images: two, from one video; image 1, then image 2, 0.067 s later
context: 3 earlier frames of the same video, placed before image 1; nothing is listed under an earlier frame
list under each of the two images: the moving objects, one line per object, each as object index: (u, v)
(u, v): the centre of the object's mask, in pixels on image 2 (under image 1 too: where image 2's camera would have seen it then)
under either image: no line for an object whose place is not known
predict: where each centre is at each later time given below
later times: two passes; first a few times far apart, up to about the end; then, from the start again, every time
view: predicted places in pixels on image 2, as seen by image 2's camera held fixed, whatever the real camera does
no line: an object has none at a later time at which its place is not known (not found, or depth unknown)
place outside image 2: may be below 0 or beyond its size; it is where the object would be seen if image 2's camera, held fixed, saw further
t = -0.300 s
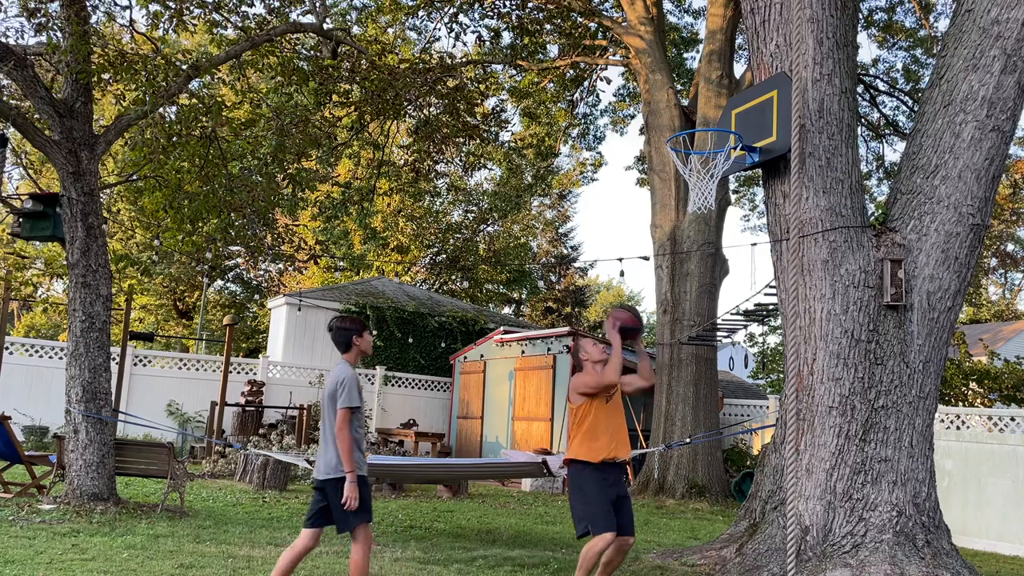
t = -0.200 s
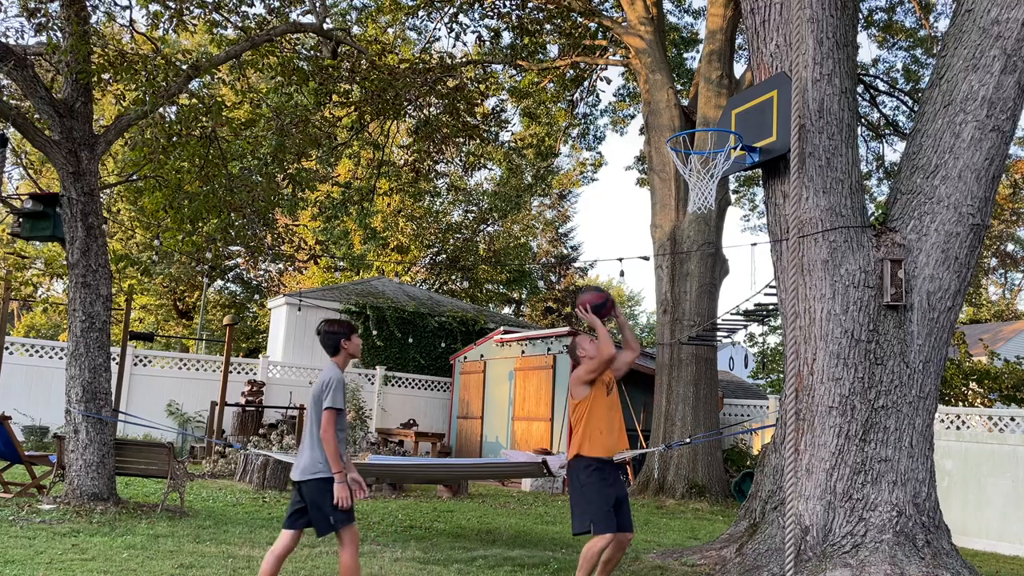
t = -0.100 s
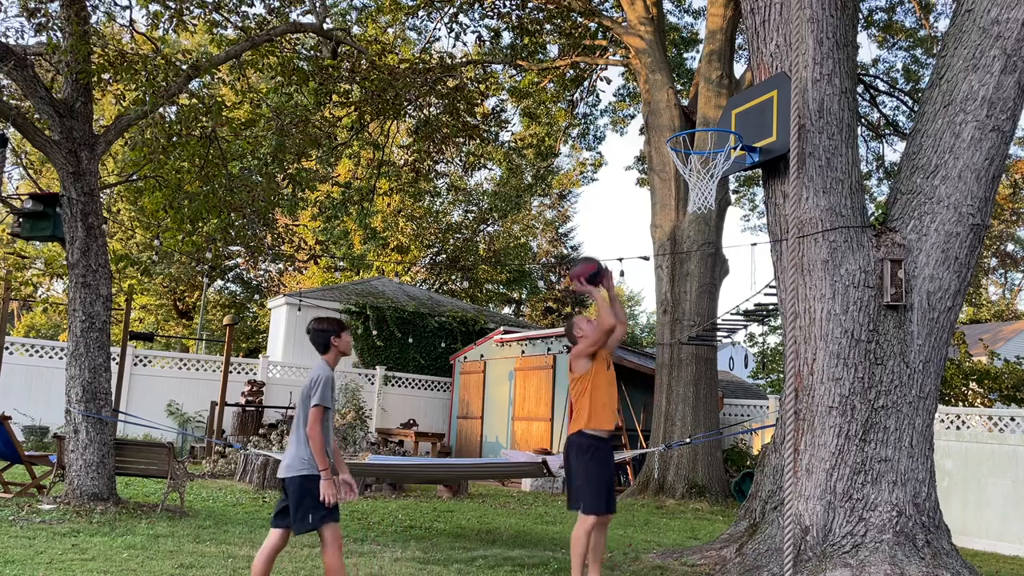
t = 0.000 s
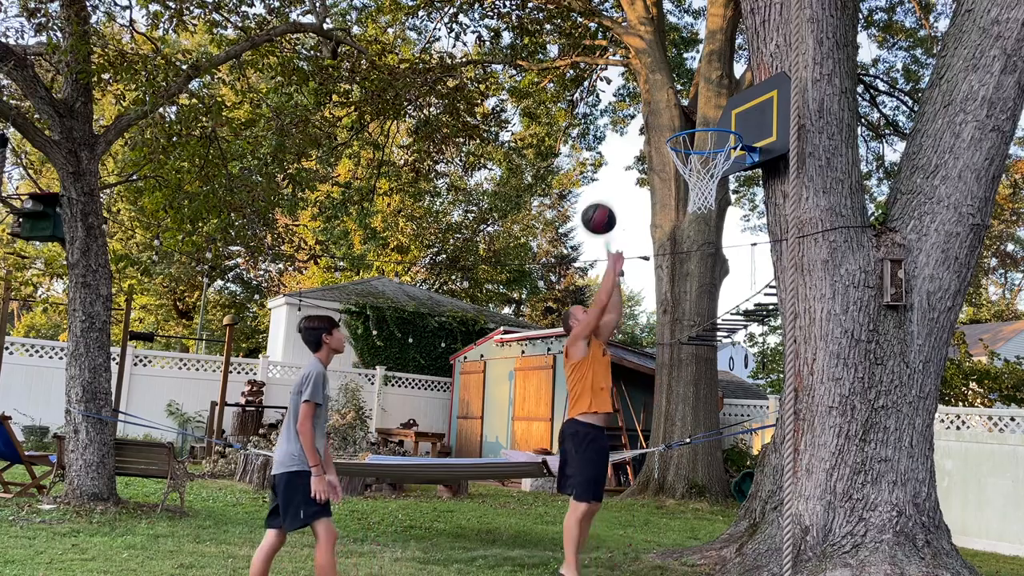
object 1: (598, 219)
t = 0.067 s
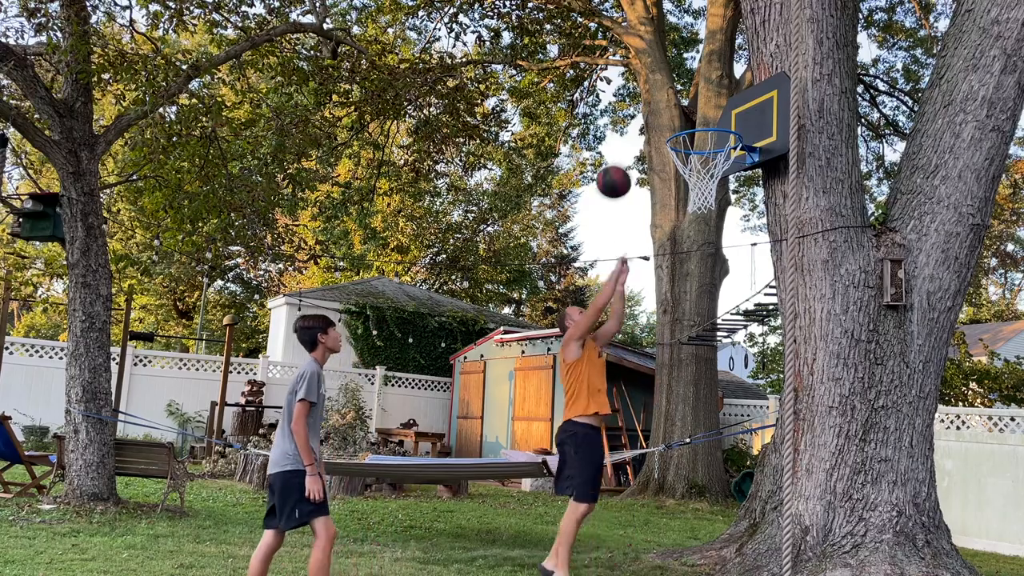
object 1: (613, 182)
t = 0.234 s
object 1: (650, 117)
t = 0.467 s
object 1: (699, 91)
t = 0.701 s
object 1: (728, 111)
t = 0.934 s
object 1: (695, 110)
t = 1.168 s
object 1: (698, 129)
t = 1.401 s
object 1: (725, 181)
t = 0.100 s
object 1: (621, 165)
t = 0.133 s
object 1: (628, 151)
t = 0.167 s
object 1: (636, 138)
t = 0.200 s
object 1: (643, 126)
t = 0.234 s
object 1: (650, 117)
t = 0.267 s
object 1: (657, 108)
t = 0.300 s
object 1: (663, 101)
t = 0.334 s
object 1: (670, 98)
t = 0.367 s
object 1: (678, 93)
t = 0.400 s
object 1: (685, 91)
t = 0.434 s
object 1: (692, 90)
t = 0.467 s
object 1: (699, 91)
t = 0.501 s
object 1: (706, 93)
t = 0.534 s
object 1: (713, 97)
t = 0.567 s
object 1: (719, 103)
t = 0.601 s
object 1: (727, 110)
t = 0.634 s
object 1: (734, 116)
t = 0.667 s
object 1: (733, 118)
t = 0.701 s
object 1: (728, 111)
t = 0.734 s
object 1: (723, 107)
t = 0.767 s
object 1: (718, 104)
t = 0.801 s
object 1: (715, 101)
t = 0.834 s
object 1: (709, 102)
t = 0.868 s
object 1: (704, 103)
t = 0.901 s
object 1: (700, 106)
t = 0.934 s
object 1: (695, 110)
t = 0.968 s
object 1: (690, 115)
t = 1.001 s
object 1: (684, 120)
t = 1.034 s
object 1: (684, 129)
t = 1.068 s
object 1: (687, 128)
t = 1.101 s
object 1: (691, 128)
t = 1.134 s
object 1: (695, 128)
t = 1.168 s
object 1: (698, 129)
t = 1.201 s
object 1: (704, 136)
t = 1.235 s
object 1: (708, 144)
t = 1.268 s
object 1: (710, 146)
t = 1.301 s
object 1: (717, 158)
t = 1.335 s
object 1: (723, 163)
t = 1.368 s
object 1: (727, 172)
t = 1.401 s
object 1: (725, 181)
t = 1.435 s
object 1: (724, 185)
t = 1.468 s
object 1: (724, 188)
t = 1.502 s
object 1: (722, 198)
